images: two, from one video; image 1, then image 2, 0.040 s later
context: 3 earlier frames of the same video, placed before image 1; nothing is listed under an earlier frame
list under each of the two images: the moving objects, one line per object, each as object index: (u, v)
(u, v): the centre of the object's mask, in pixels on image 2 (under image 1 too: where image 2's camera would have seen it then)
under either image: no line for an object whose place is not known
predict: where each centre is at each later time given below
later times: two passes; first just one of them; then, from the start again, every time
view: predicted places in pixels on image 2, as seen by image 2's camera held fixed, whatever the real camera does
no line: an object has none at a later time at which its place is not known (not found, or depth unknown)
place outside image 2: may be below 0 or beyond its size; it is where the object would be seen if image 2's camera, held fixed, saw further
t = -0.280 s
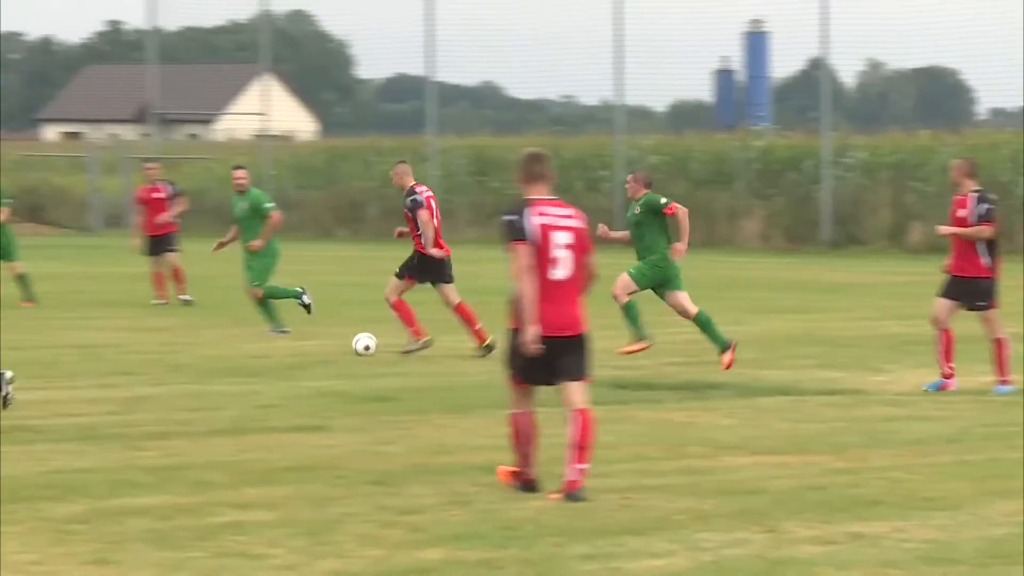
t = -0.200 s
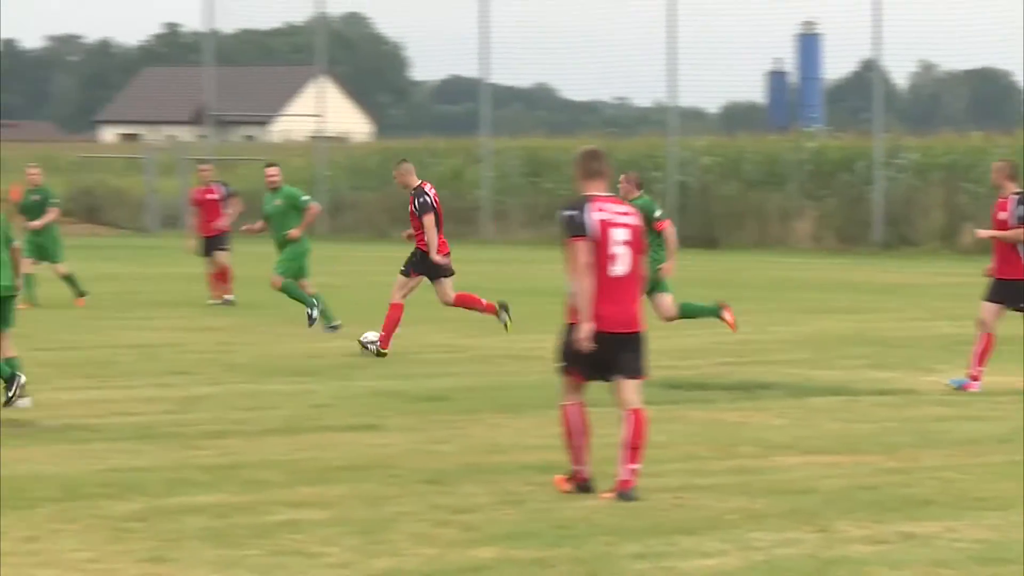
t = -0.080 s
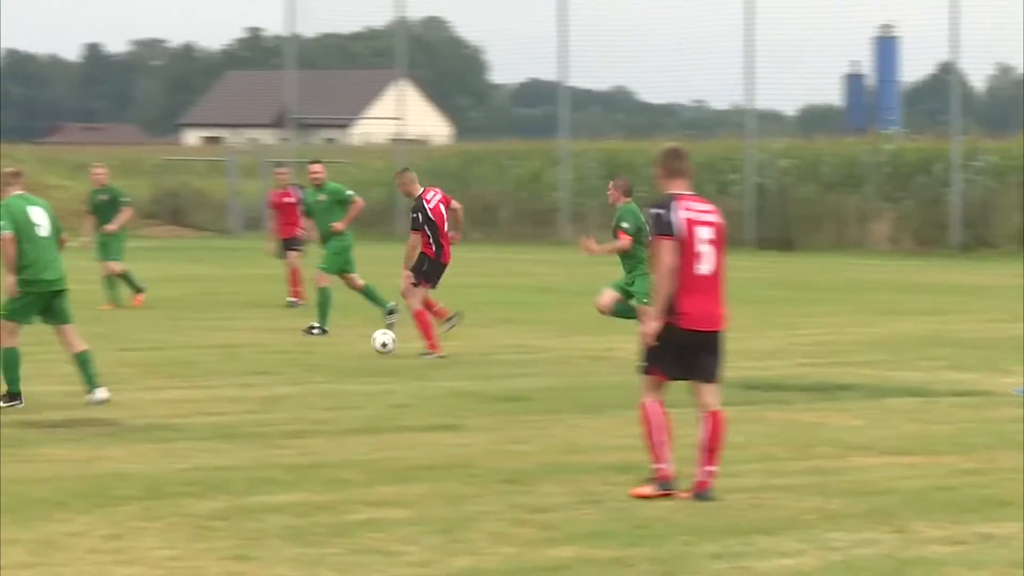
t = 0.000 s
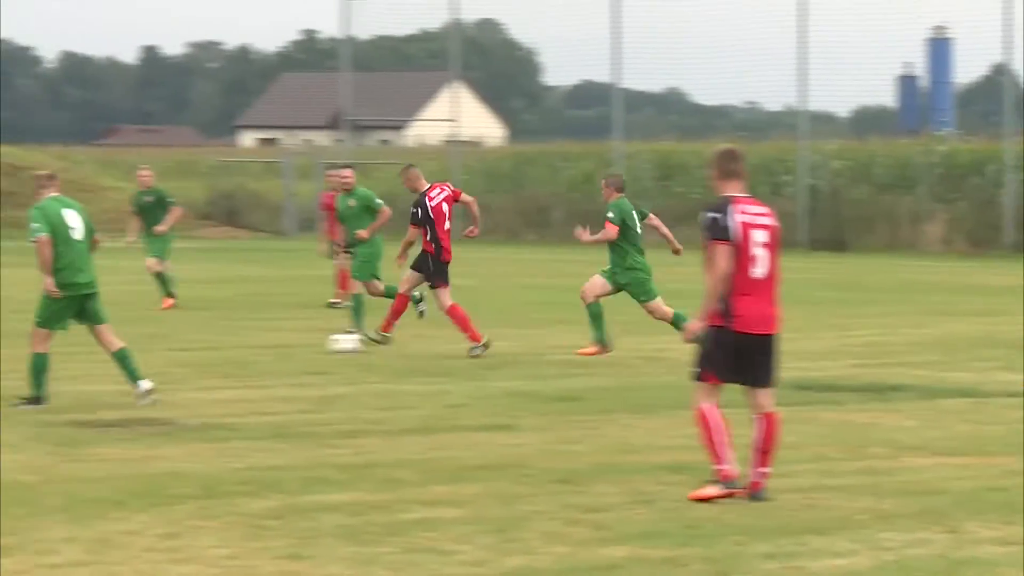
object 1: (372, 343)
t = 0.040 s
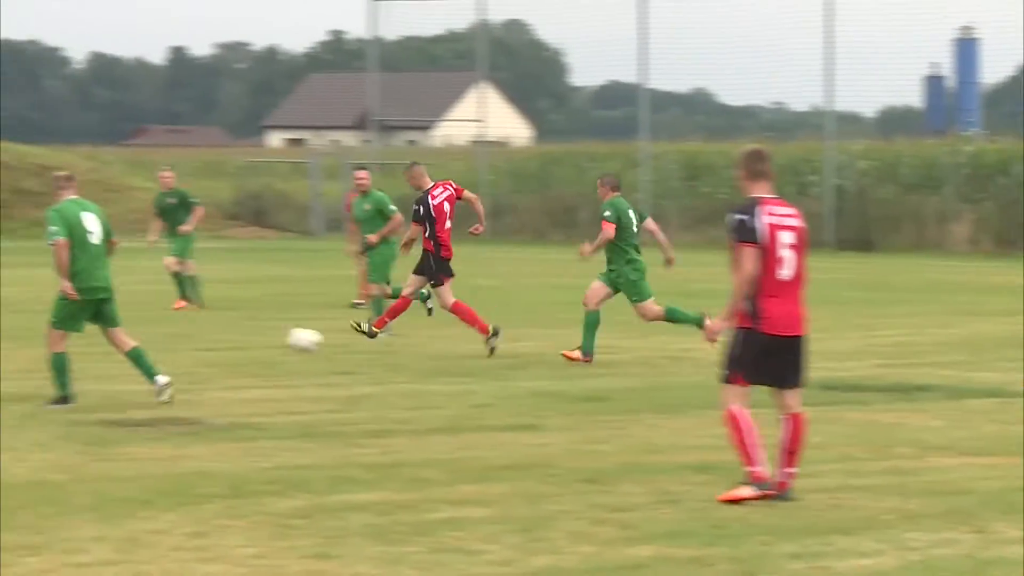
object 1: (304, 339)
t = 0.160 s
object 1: (105, 328)
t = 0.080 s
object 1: (237, 334)
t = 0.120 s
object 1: (170, 330)
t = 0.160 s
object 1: (105, 328)
